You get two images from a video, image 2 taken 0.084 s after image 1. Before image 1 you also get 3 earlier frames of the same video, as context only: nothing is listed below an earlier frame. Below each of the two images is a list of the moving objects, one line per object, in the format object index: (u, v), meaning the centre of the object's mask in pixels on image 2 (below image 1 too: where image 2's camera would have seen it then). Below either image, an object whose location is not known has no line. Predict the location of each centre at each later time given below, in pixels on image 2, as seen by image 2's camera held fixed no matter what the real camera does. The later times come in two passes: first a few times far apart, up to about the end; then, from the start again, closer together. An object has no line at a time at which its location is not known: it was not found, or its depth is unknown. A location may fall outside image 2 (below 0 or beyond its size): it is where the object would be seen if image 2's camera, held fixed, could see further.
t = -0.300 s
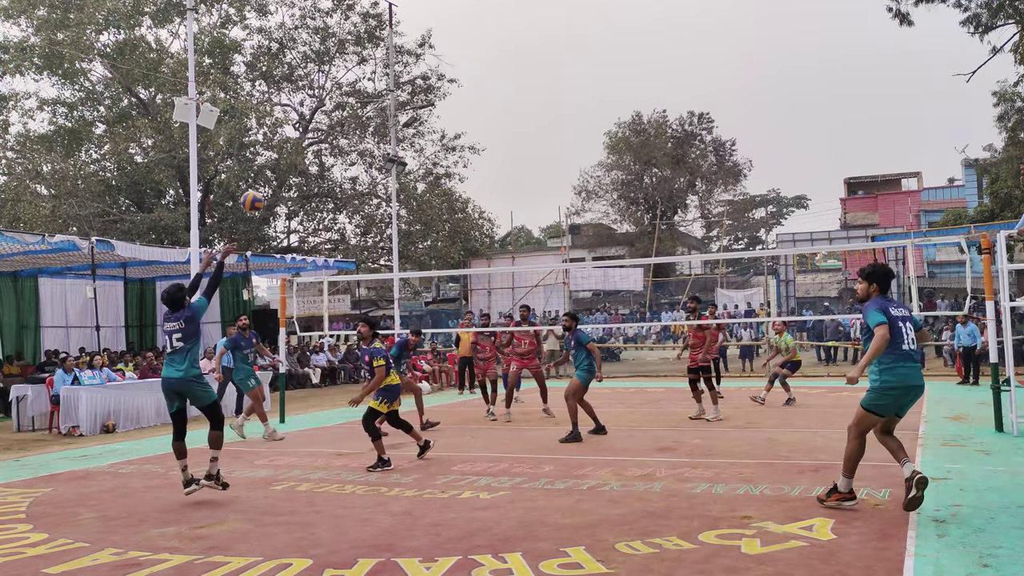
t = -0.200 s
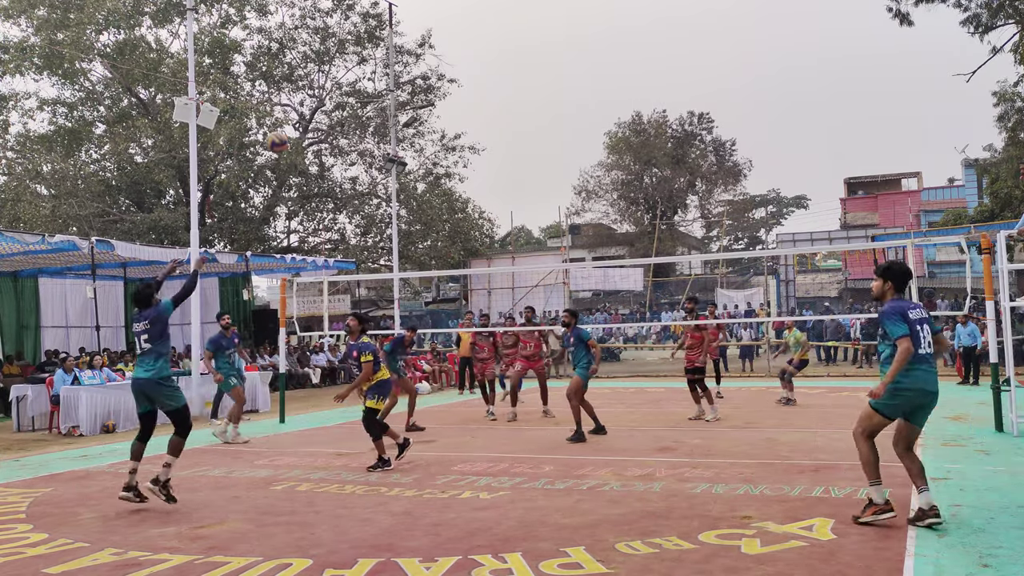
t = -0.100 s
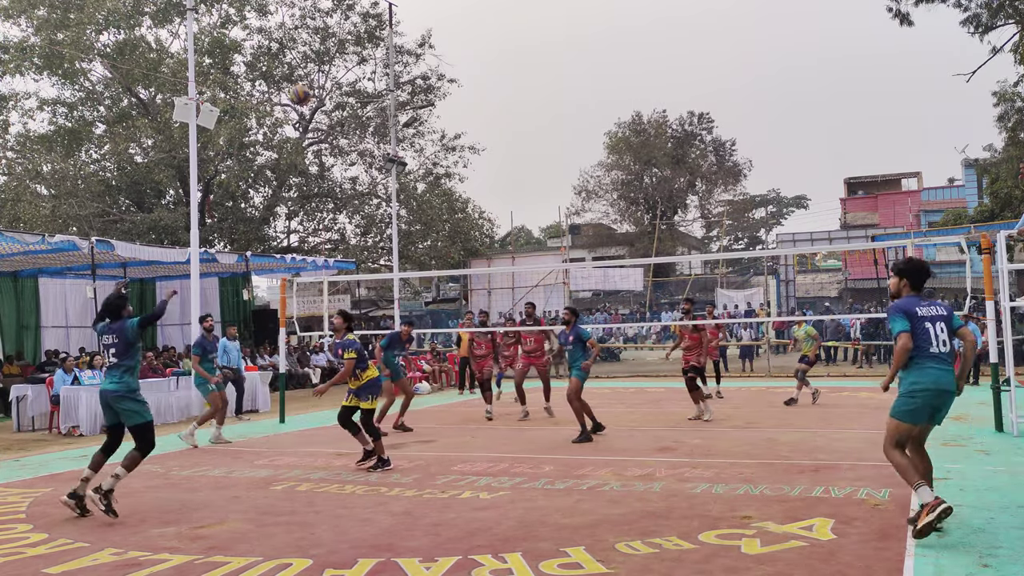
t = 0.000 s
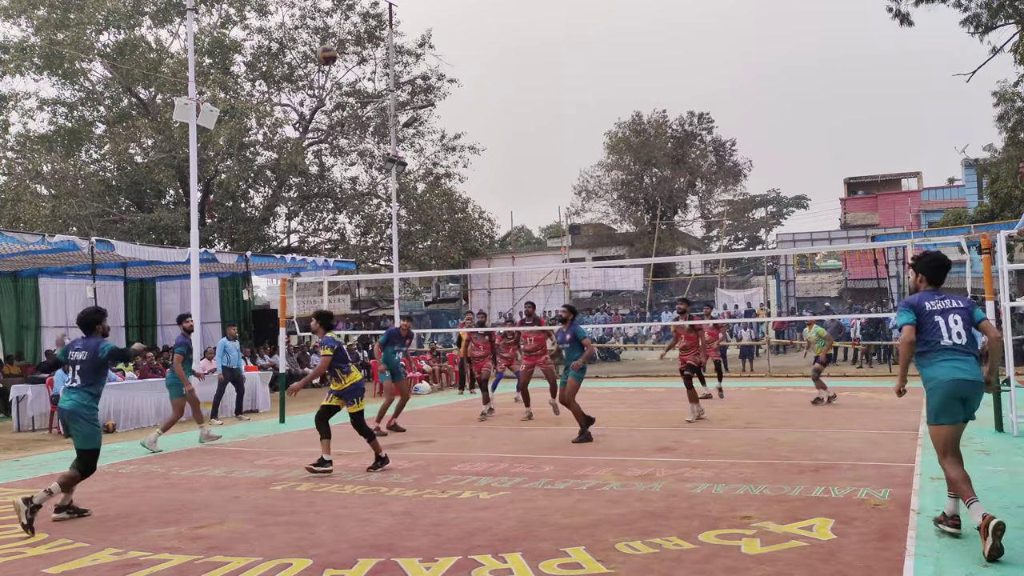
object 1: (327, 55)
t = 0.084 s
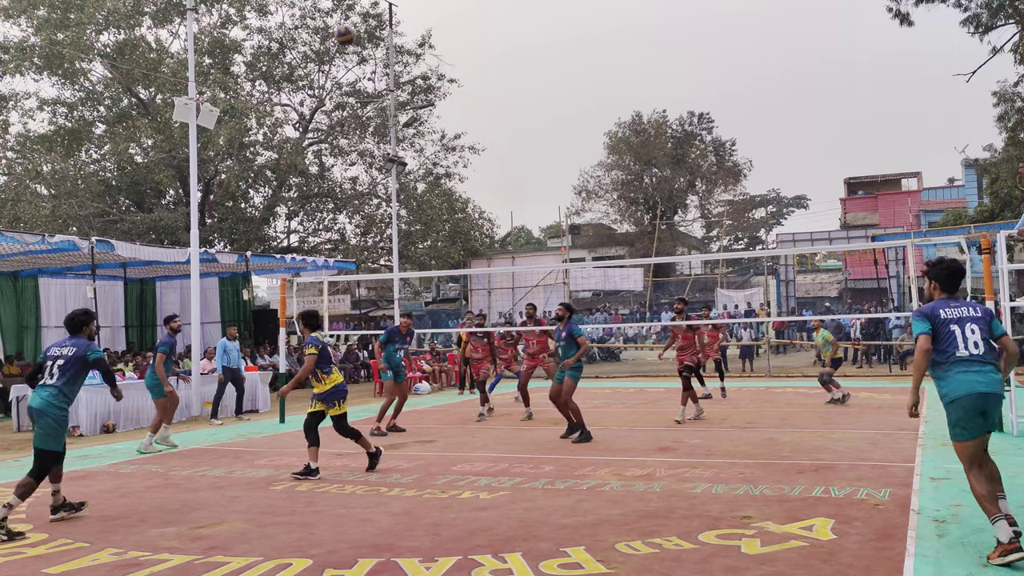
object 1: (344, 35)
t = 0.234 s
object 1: (375, 17)
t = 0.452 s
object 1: (418, 27)
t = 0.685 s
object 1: (460, 80)
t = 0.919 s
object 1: (501, 171)
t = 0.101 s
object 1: (348, 33)
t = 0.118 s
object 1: (352, 29)
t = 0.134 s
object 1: (356, 27)
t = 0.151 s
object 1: (359, 24)
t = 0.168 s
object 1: (363, 23)
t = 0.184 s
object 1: (366, 22)
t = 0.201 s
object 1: (369, 20)
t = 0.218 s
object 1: (373, 19)
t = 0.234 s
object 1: (375, 17)
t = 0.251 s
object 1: (380, 16)
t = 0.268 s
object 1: (383, 16)
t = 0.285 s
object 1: (386, 16)
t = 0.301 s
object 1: (389, 16)
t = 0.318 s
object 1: (392, 16)
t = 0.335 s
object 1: (396, 16)
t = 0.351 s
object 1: (399, 18)
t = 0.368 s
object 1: (402, 18)
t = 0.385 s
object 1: (405, 20)
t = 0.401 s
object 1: (408, 21)
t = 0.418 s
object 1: (411, 23)
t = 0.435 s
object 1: (415, 25)
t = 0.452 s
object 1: (418, 27)
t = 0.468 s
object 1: (421, 29)
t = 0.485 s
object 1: (424, 32)
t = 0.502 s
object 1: (427, 35)
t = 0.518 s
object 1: (430, 38)
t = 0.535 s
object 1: (433, 41)
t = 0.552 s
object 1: (436, 45)
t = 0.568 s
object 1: (439, 48)
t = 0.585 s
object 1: (442, 52)
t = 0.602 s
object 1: (445, 56)
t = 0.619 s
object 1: (448, 60)
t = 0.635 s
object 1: (452, 65)
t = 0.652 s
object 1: (454, 70)
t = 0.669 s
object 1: (457, 74)
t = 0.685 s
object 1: (460, 80)
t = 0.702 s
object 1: (463, 85)
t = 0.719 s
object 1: (466, 90)
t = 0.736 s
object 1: (469, 96)
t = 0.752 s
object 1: (472, 102)
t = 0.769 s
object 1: (475, 108)
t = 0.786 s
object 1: (478, 114)
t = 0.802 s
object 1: (481, 121)
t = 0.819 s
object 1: (484, 127)
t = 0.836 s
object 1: (487, 134)
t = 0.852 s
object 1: (490, 141)
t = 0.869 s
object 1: (493, 148)
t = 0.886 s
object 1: (495, 156)
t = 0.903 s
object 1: (498, 163)
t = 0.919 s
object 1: (501, 171)
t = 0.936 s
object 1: (504, 179)
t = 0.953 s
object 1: (507, 187)
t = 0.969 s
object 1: (509, 196)
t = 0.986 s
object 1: (512, 204)
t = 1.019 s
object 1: (518, 222)
